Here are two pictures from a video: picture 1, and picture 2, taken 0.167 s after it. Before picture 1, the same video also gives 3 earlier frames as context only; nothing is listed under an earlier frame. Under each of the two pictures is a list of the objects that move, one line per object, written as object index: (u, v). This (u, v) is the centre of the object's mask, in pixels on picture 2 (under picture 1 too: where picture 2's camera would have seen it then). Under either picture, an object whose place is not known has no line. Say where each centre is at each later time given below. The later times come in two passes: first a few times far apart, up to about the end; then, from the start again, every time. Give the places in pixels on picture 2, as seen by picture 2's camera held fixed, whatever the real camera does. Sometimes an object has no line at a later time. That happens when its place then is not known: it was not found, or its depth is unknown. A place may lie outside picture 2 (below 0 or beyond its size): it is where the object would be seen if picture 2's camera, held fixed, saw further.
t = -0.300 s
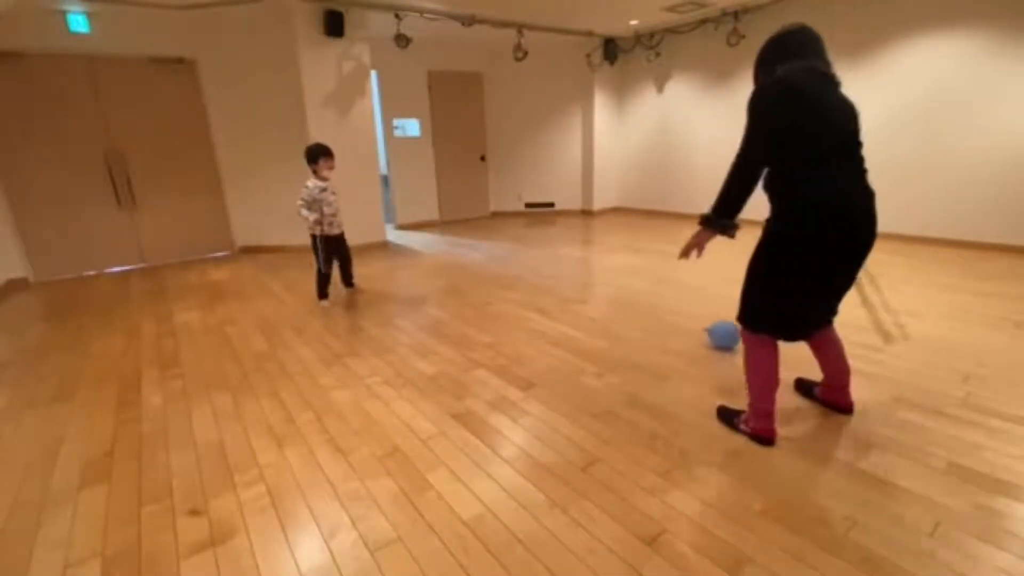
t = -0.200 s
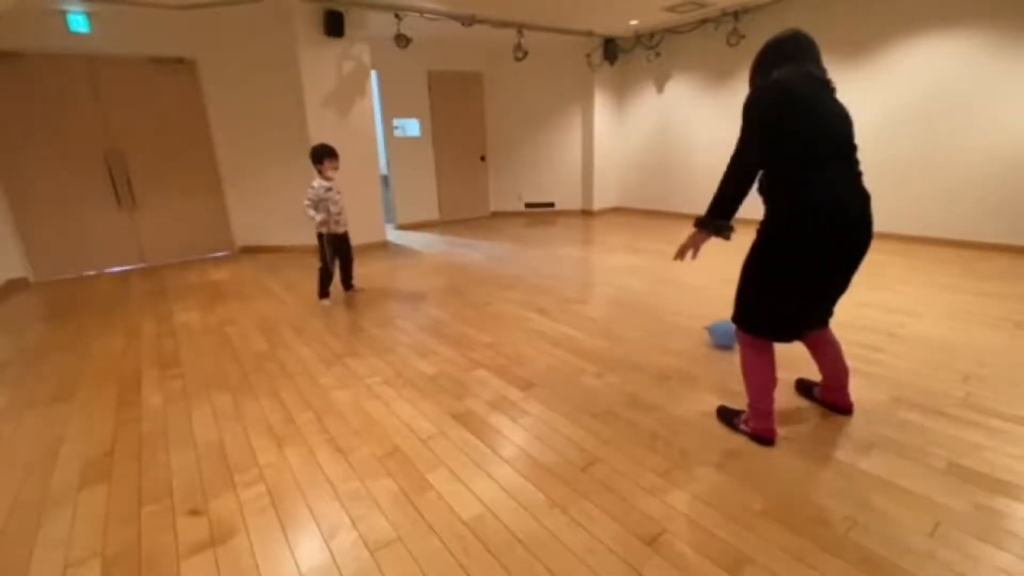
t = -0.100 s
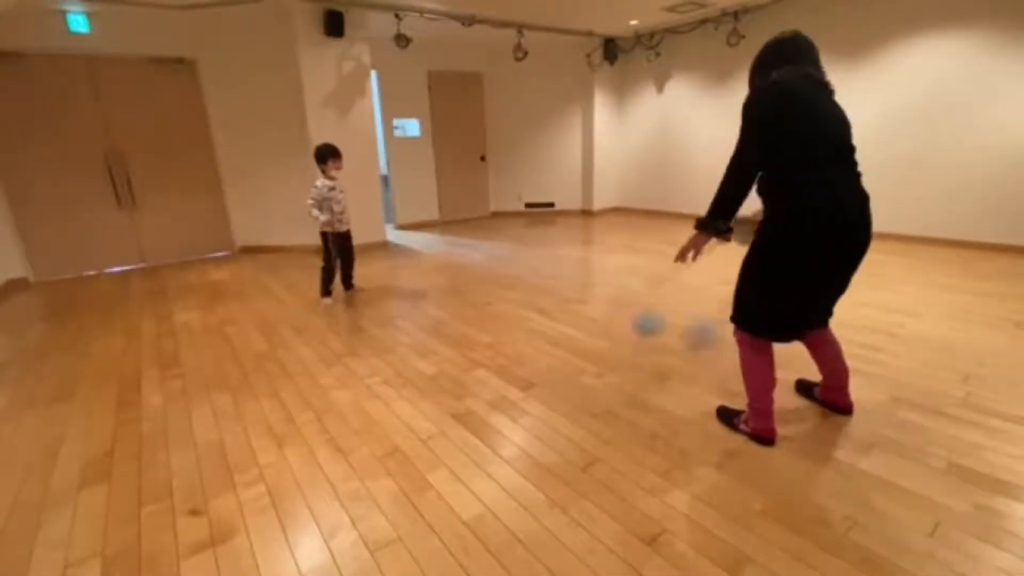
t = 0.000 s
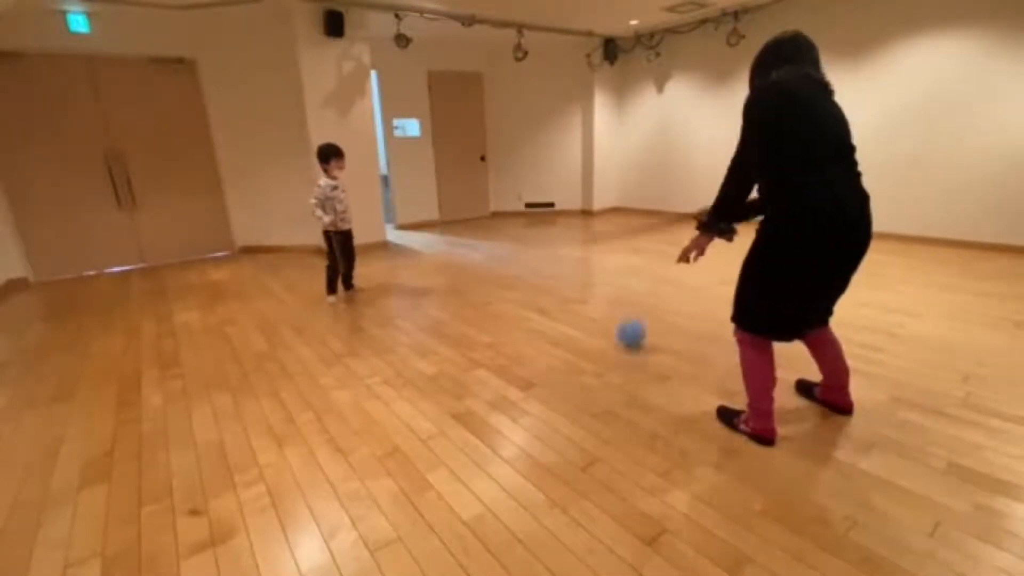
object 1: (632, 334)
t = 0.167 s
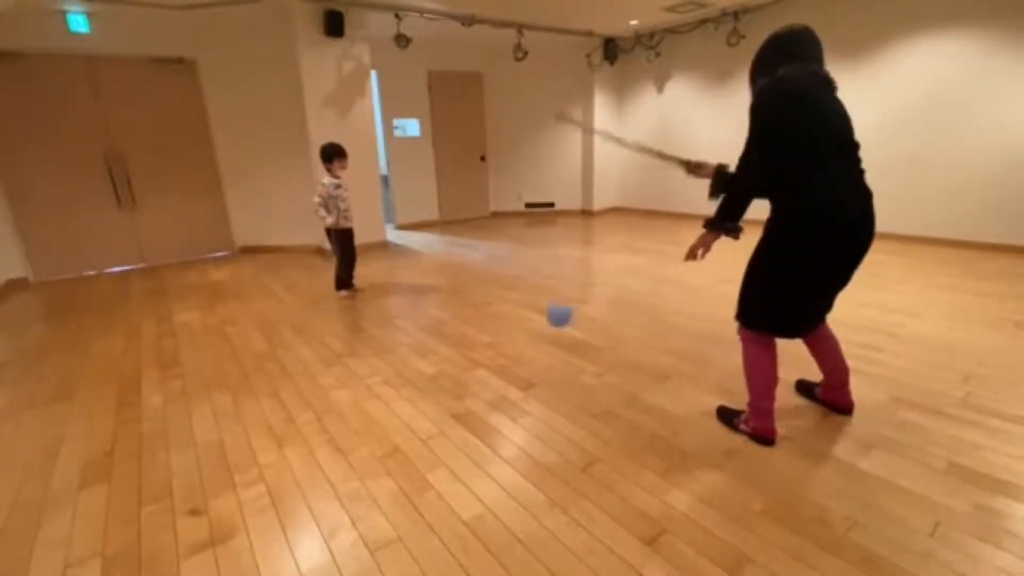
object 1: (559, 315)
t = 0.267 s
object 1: (530, 304)
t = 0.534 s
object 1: (489, 316)
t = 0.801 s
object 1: (461, 305)
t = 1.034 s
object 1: (451, 314)
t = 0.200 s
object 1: (552, 312)
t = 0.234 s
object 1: (543, 308)
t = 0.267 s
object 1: (530, 304)
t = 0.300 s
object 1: (524, 303)
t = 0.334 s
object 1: (518, 303)
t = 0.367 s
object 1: (513, 303)
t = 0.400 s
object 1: (506, 306)
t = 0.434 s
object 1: (499, 309)
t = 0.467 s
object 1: (496, 311)
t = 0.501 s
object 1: (492, 314)
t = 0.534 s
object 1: (489, 316)
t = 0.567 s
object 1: (484, 321)
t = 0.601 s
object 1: (479, 321)
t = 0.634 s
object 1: (477, 319)
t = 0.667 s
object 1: (473, 314)
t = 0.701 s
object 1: (469, 311)
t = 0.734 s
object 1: (466, 307)
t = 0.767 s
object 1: (463, 305)
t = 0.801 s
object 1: (461, 305)
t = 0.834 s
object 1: (460, 305)
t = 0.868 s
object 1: (458, 305)
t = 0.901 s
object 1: (455, 306)
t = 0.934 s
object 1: (454, 309)
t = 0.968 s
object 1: (452, 313)
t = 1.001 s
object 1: (452, 315)
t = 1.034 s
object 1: (451, 314)
